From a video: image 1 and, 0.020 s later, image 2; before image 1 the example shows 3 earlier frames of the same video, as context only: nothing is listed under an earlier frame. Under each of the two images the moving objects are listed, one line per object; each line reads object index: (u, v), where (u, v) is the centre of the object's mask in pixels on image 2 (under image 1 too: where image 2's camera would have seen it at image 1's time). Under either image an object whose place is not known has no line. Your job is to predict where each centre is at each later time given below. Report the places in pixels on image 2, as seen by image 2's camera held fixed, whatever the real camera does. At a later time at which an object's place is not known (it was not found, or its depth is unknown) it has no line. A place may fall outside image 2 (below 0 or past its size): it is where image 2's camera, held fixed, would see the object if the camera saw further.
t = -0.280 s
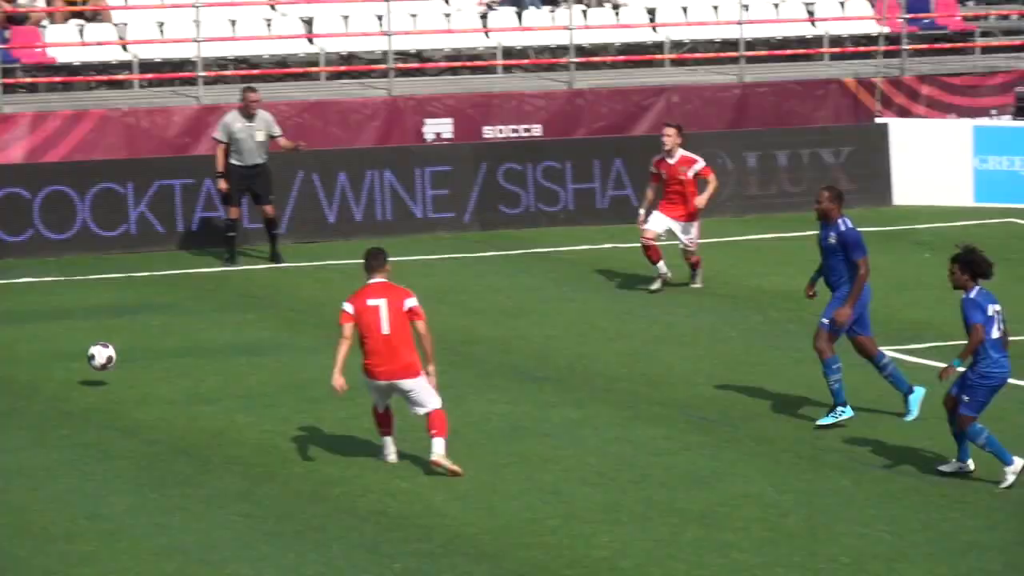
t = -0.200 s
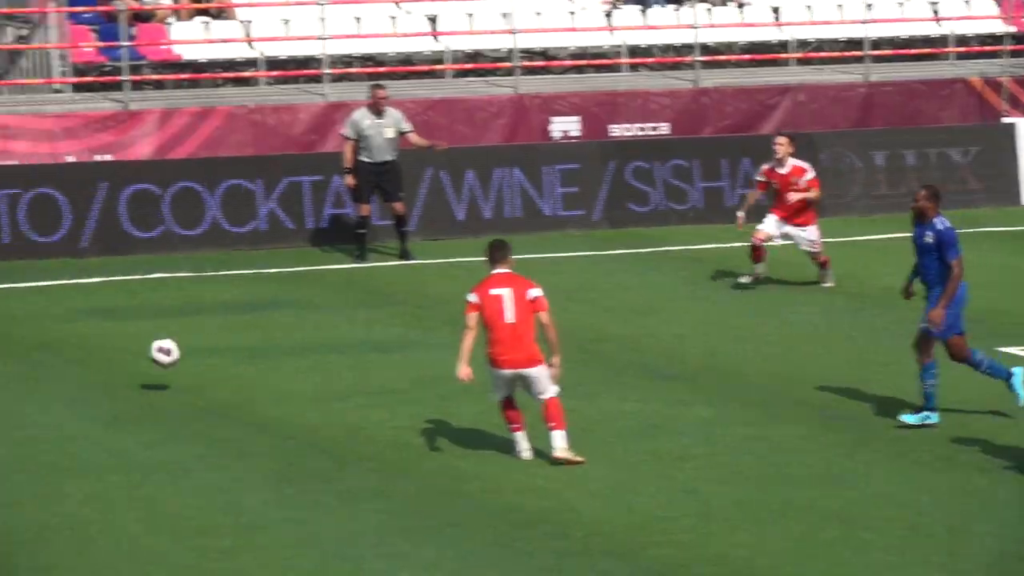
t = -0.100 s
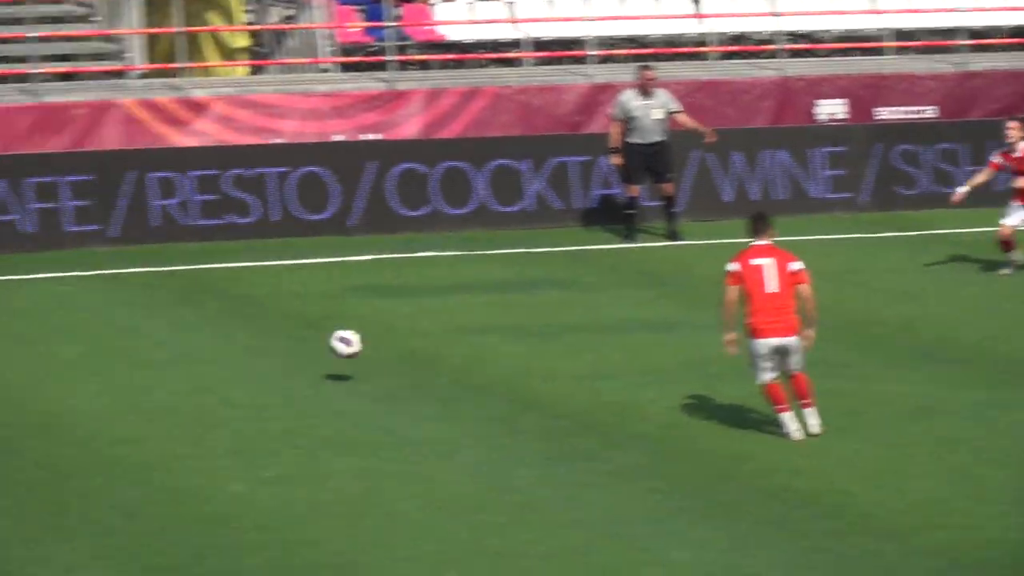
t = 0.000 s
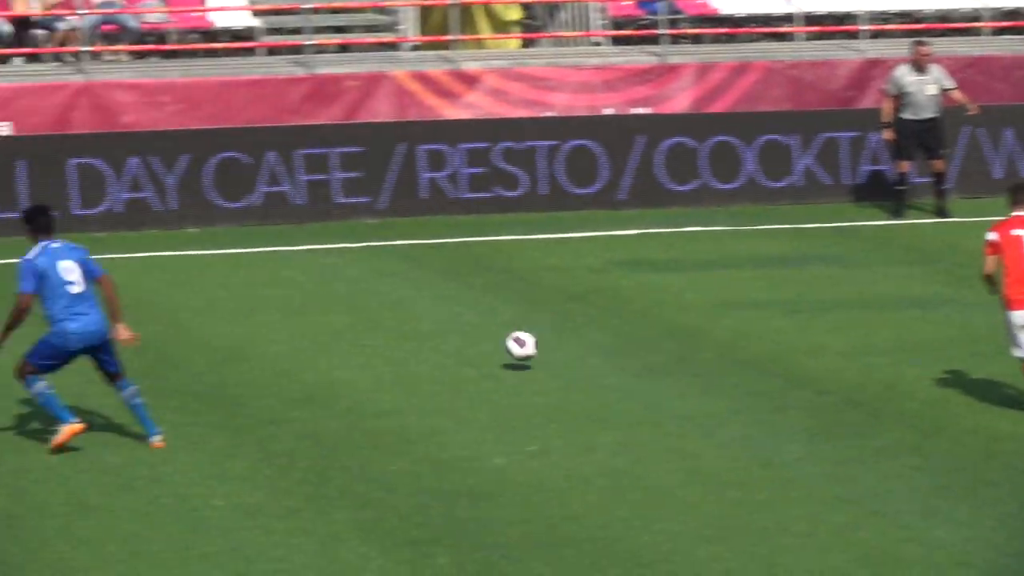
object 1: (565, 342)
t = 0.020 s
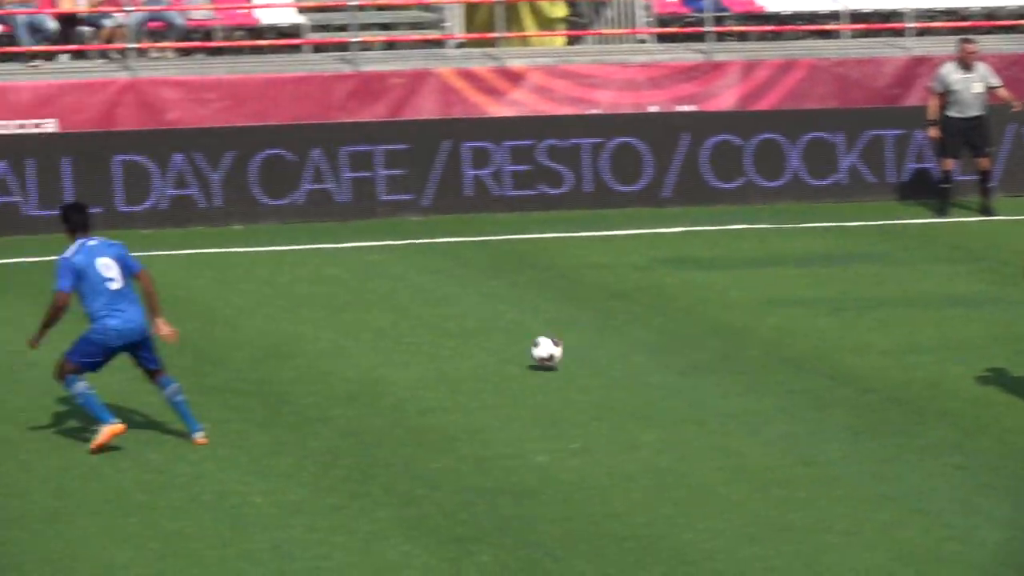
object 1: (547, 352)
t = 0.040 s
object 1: (528, 360)
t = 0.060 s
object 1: (513, 362)
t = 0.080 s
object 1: (498, 358)
